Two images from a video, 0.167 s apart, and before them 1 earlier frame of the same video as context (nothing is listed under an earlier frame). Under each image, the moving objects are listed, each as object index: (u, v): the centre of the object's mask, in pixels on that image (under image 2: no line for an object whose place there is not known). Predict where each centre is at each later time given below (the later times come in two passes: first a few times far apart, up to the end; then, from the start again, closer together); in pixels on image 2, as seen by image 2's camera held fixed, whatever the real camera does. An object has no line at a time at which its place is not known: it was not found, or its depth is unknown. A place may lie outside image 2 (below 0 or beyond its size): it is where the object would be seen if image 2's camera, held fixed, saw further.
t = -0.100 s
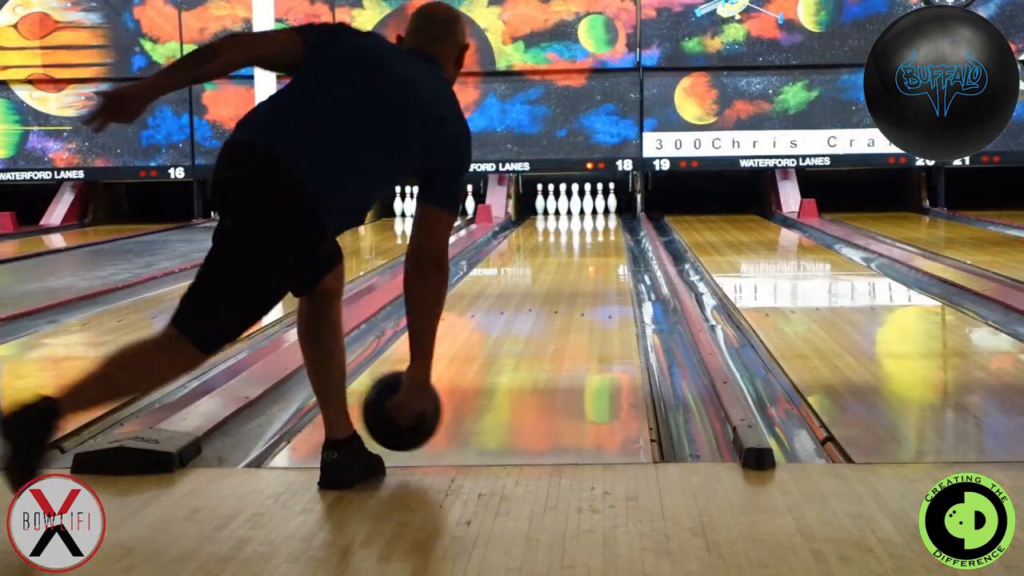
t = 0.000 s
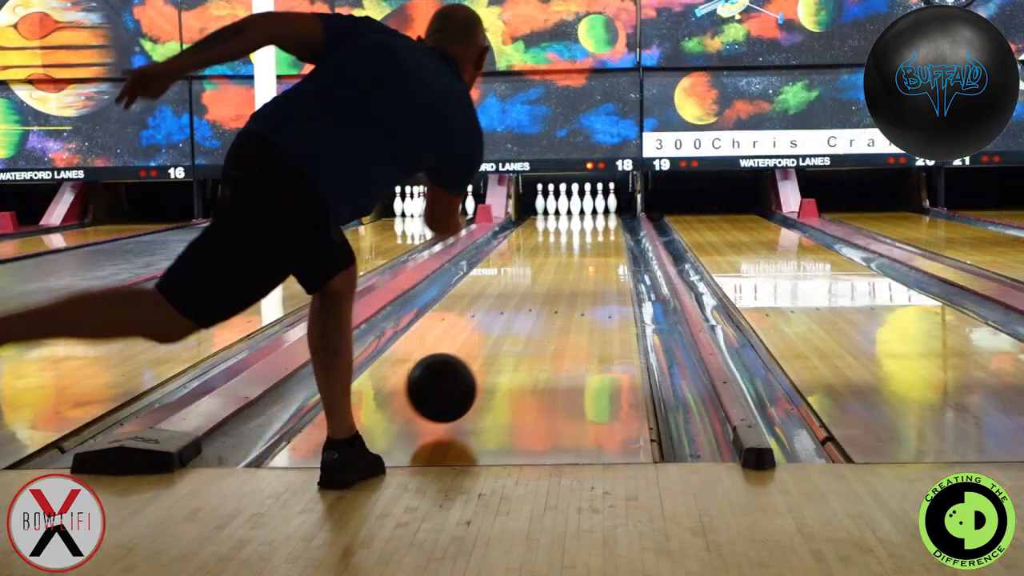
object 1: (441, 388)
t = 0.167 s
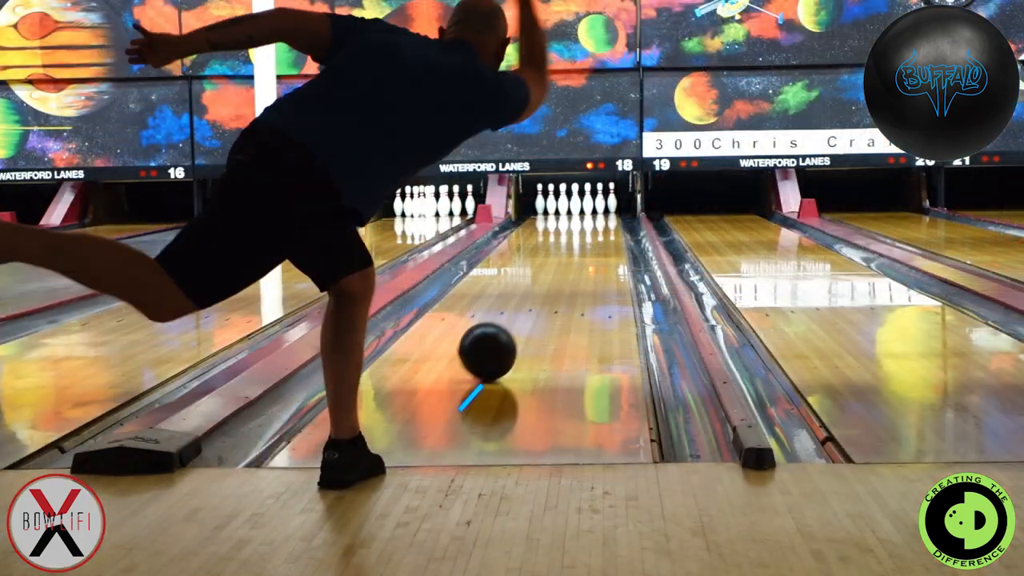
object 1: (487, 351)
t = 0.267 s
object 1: (508, 330)
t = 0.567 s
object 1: (549, 288)
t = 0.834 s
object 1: (572, 265)
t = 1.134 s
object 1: (589, 246)
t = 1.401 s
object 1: (597, 234)
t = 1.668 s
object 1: (600, 225)
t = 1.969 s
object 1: (598, 216)
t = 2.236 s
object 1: (591, 211)
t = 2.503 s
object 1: (582, 207)
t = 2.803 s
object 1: (584, 206)
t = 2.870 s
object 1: (584, 205)
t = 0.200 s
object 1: (495, 344)
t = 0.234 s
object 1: (502, 337)
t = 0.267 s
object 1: (508, 330)
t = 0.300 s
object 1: (514, 325)
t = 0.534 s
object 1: (546, 292)
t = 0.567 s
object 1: (549, 288)
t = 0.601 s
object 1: (553, 285)
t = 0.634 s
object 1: (556, 282)
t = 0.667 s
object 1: (559, 279)
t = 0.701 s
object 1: (562, 276)
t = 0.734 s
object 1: (565, 273)
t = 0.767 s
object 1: (567, 270)
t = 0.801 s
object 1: (570, 268)
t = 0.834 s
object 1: (572, 265)
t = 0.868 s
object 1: (574, 263)
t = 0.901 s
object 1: (576, 260)
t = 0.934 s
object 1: (579, 258)
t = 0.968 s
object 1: (581, 256)
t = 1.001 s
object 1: (583, 254)
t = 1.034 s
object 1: (584, 252)
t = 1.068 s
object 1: (586, 250)
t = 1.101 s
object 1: (588, 248)
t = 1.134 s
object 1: (589, 246)
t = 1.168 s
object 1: (591, 245)
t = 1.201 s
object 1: (592, 243)
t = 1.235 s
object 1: (593, 241)
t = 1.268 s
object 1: (594, 240)
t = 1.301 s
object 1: (595, 238)
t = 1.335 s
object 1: (596, 237)
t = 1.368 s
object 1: (597, 235)
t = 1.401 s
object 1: (597, 234)
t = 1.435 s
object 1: (598, 233)
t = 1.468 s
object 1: (598, 231)
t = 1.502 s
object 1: (599, 230)
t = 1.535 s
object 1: (599, 229)
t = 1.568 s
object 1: (599, 228)
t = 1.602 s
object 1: (599, 227)
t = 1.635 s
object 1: (599, 226)
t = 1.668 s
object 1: (600, 225)
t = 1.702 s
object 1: (600, 224)
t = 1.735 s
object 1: (600, 223)
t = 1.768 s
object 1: (599, 222)
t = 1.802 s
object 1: (599, 221)
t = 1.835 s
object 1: (599, 220)
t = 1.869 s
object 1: (599, 219)
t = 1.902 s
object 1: (598, 218)
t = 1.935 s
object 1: (598, 217)
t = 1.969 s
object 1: (598, 216)
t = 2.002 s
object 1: (597, 215)
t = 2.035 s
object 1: (596, 215)
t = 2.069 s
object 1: (595, 214)
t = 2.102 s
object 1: (595, 213)
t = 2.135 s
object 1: (594, 213)
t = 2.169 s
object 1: (593, 212)
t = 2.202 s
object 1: (592, 211)
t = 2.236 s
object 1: (591, 211)
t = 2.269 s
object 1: (590, 210)
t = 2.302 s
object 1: (589, 210)
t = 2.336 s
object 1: (589, 210)
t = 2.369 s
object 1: (587, 209)
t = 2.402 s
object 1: (587, 209)
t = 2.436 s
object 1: (586, 208)
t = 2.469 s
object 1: (584, 207)
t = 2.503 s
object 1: (582, 207)
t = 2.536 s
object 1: (582, 206)
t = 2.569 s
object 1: (582, 206)
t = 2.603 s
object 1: (582, 206)
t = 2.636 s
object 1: (581, 206)
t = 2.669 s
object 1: (582, 206)
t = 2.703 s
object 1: (582, 206)
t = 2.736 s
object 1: (583, 205)
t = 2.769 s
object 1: (583, 205)
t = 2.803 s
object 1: (584, 206)
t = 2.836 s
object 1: (584, 206)
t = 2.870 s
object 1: (584, 205)
